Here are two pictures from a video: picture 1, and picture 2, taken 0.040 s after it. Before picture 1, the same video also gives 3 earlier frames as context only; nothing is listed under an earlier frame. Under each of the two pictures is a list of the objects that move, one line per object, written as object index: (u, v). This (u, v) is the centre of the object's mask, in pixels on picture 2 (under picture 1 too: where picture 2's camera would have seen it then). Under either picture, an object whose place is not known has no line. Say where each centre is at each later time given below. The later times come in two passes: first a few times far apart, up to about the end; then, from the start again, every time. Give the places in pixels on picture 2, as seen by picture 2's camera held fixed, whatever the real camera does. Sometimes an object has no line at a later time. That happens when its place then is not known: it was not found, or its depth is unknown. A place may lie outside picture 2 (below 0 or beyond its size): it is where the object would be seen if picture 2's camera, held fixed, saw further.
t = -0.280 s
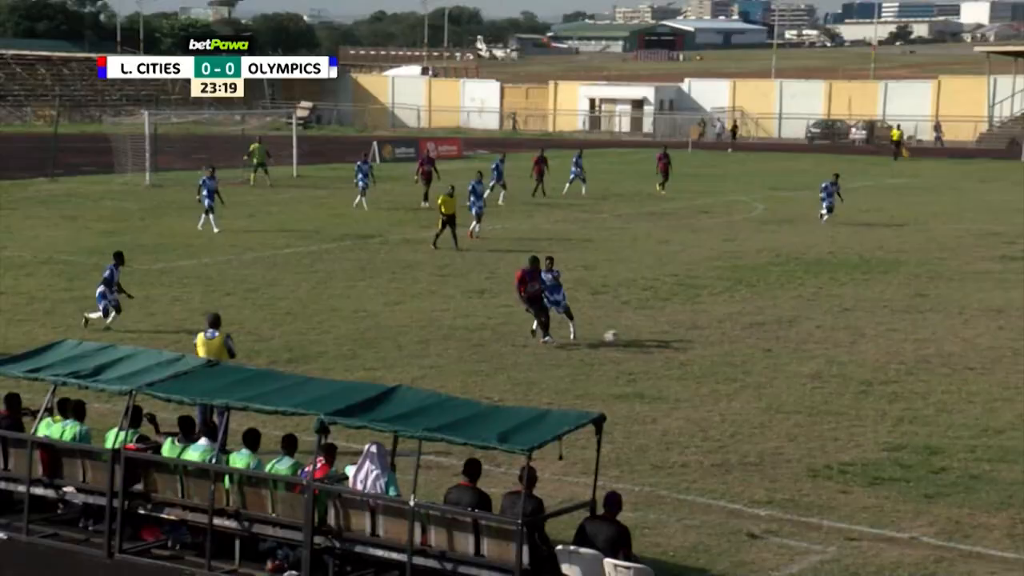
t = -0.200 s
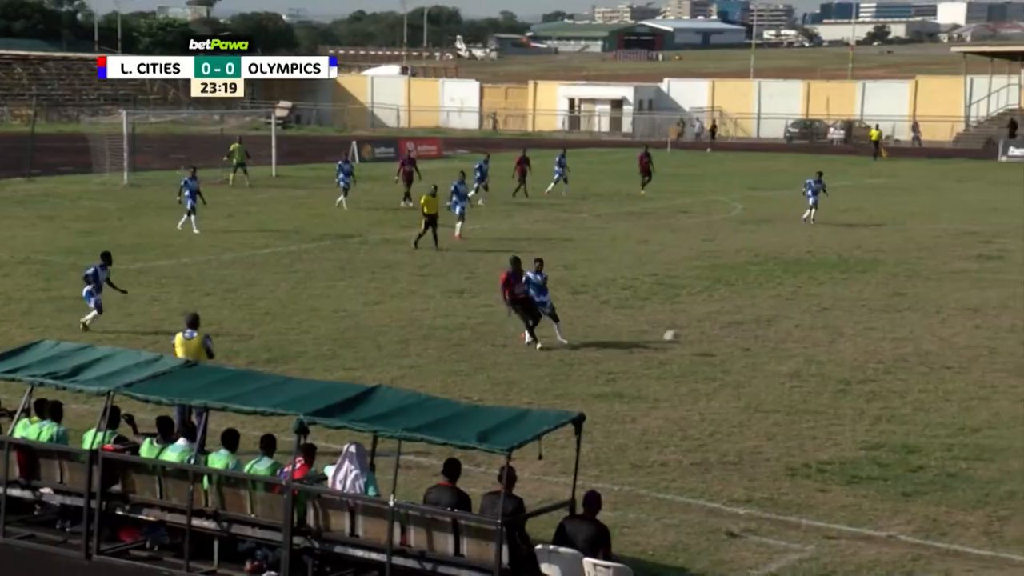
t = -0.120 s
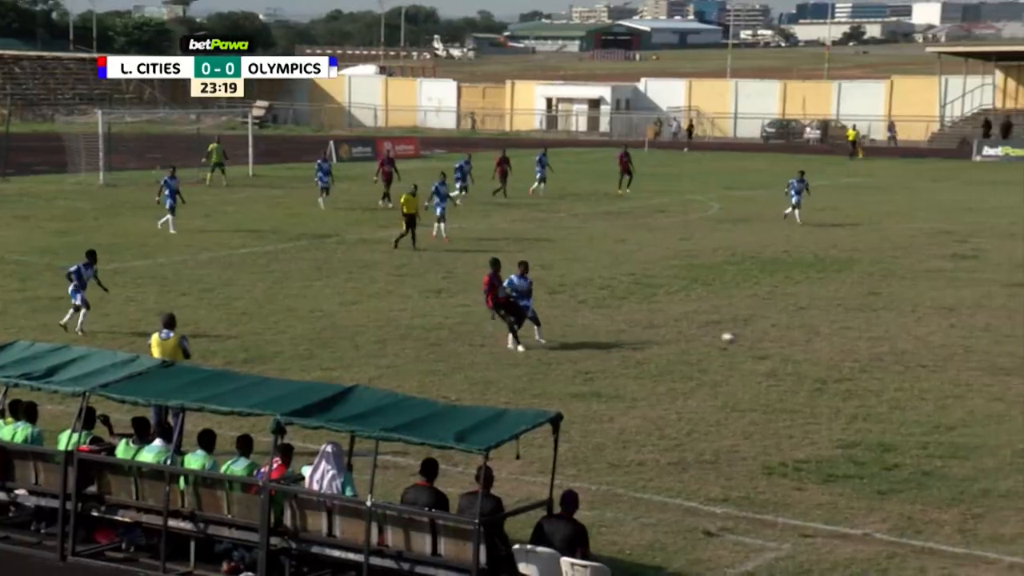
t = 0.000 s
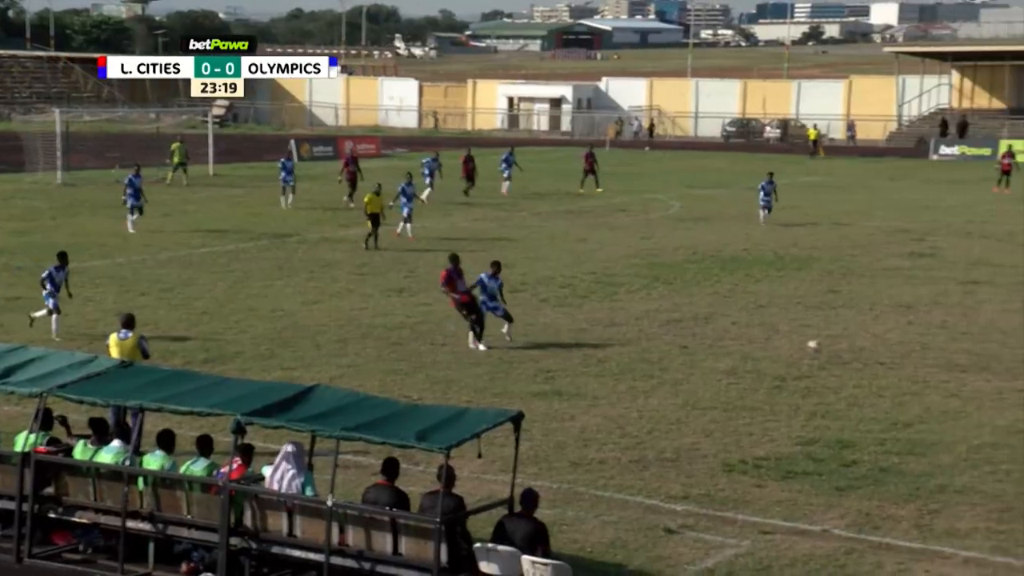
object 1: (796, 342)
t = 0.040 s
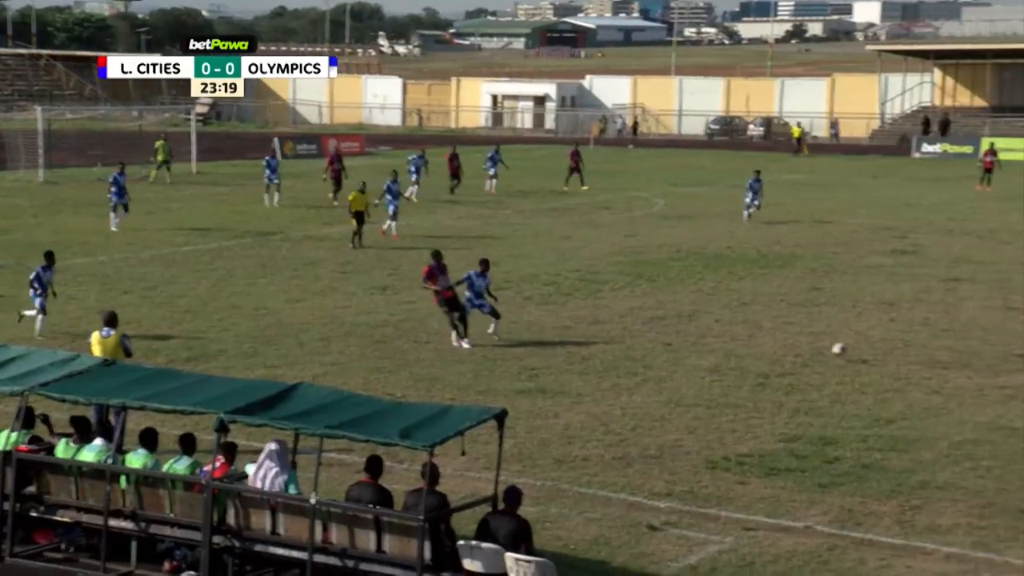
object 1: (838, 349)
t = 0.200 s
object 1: (996, 356)
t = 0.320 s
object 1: (1107, 360)
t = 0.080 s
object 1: (881, 355)
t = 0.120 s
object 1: (923, 359)
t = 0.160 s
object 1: (959, 357)
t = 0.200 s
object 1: (996, 356)
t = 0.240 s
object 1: (1032, 356)
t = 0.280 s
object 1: (1070, 357)
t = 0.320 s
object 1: (1107, 360)
